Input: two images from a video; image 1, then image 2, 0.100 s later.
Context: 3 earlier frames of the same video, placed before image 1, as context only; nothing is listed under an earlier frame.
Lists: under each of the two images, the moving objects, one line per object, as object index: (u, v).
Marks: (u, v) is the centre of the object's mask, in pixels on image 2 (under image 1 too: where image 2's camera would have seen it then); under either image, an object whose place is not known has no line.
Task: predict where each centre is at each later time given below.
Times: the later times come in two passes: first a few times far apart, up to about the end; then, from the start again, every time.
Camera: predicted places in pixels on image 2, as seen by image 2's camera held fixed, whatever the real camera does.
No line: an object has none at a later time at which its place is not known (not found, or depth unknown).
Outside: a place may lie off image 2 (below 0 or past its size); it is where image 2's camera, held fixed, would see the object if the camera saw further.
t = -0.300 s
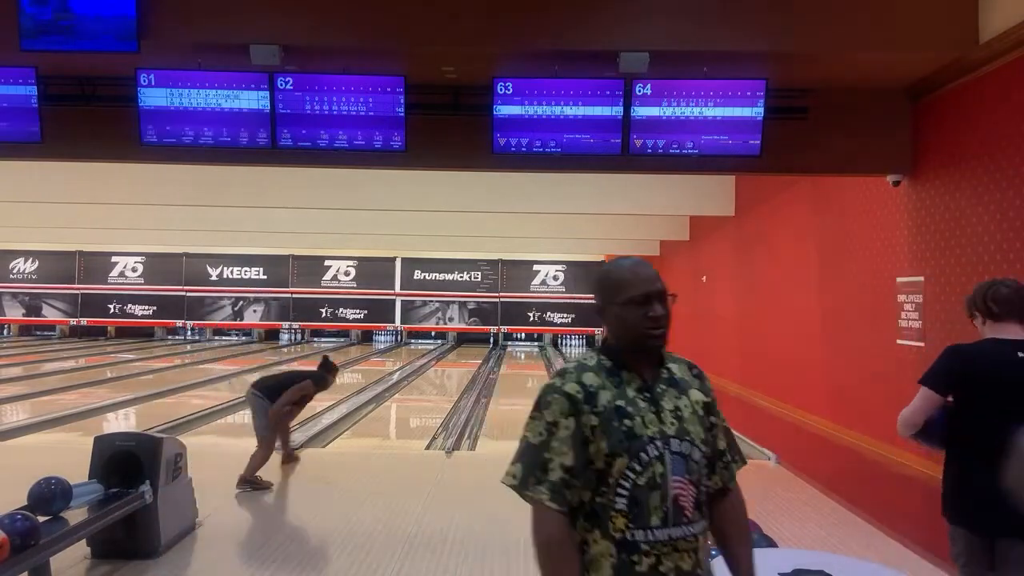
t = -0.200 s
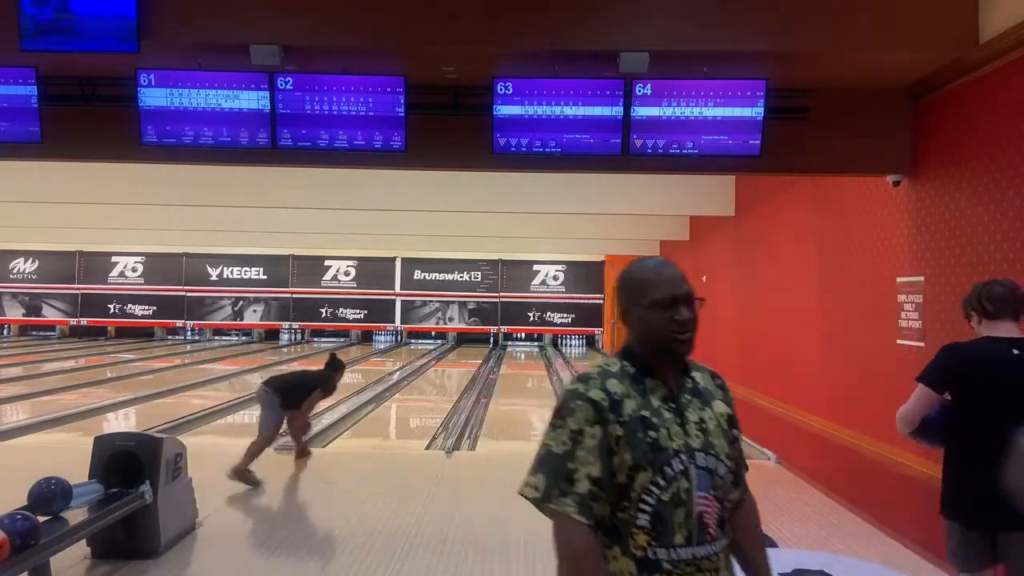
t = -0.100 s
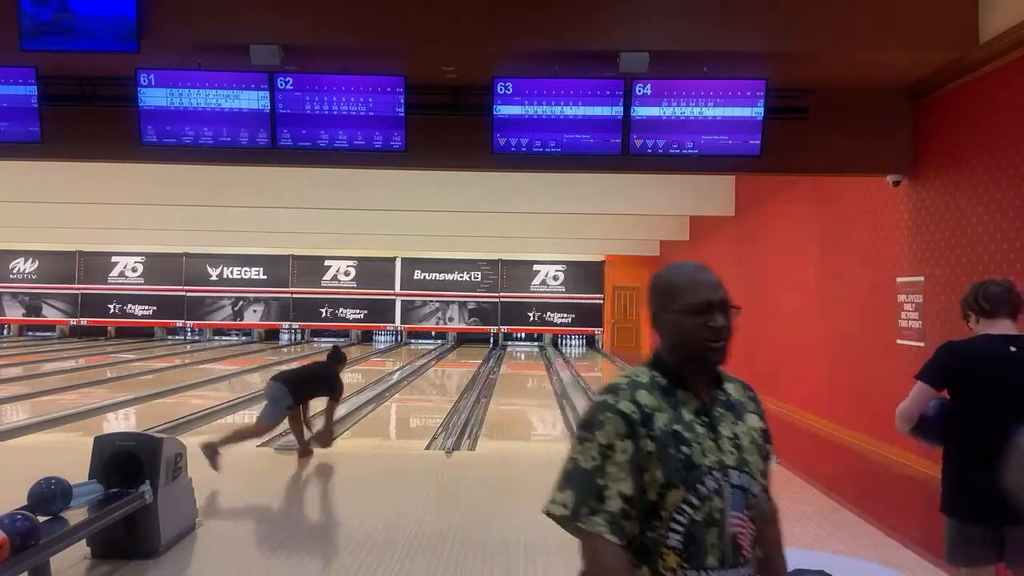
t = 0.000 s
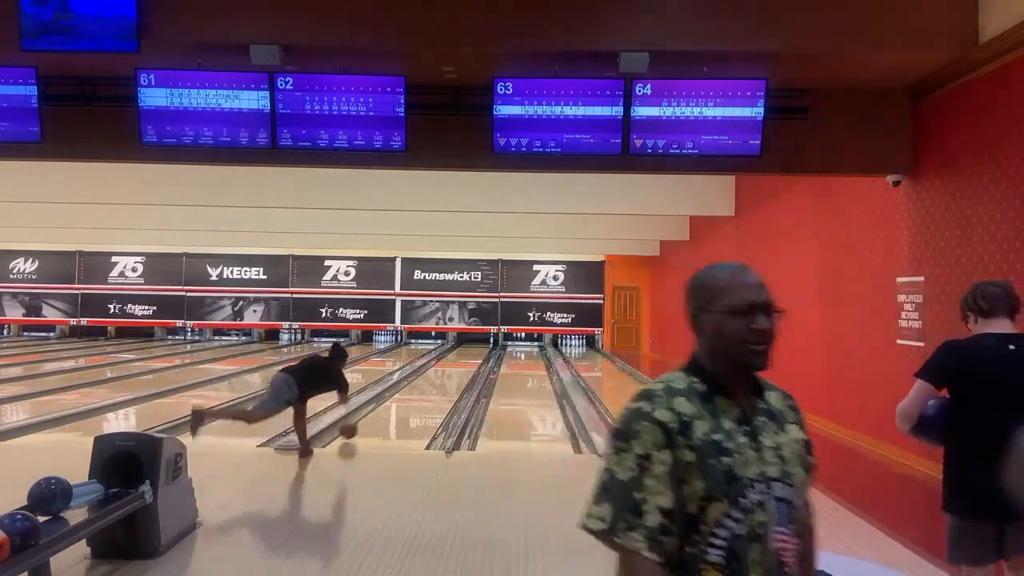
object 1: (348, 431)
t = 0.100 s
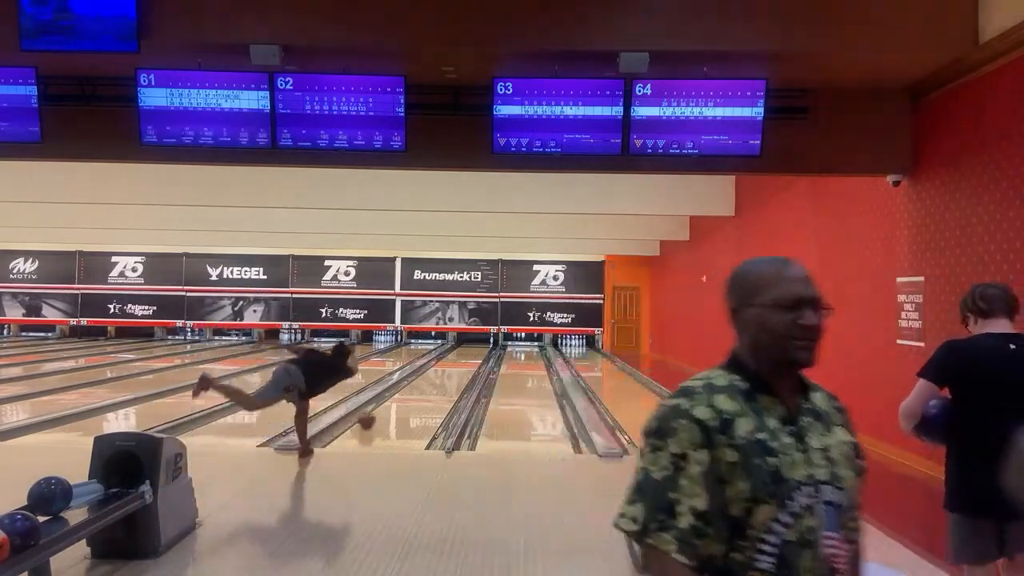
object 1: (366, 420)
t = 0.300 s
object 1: (395, 403)
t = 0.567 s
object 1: (423, 388)
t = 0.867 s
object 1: (445, 374)
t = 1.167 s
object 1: (461, 365)
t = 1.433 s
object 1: (473, 359)
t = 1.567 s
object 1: (477, 356)
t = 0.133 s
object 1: (372, 417)
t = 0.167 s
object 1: (377, 414)
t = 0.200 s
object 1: (382, 412)
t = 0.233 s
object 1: (387, 409)
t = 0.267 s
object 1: (391, 405)
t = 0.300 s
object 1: (395, 403)
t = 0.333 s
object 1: (400, 401)
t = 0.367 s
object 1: (403, 398)
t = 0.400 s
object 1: (407, 397)
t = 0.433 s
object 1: (410, 395)
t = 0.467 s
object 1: (414, 393)
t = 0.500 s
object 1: (417, 391)
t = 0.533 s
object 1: (420, 389)
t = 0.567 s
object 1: (423, 388)
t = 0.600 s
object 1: (426, 386)
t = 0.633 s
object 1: (429, 384)
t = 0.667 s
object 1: (431, 383)
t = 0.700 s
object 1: (434, 381)
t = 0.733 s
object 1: (436, 380)
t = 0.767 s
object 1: (439, 379)
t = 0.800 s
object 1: (441, 377)
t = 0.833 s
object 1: (443, 376)
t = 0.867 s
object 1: (445, 374)
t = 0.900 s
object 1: (447, 373)
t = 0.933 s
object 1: (449, 372)
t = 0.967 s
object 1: (451, 371)
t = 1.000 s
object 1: (453, 370)
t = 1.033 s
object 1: (455, 369)
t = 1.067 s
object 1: (457, 368)
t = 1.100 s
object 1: (458, 366)
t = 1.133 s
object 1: (460, 366)
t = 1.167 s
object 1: (461, 365)
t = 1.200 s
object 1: (463, 364)
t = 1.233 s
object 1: (464, 363)
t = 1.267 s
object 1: (466, 363)
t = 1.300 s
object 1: (467, 362)
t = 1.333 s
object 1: (468, 361)
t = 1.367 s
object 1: (470, 361)
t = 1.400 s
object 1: (471, 360)
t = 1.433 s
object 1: (473, 359)
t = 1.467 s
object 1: (474, 358)
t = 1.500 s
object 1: (476, 358)
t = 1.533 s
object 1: (476, 357)
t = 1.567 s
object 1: (477, 356)
